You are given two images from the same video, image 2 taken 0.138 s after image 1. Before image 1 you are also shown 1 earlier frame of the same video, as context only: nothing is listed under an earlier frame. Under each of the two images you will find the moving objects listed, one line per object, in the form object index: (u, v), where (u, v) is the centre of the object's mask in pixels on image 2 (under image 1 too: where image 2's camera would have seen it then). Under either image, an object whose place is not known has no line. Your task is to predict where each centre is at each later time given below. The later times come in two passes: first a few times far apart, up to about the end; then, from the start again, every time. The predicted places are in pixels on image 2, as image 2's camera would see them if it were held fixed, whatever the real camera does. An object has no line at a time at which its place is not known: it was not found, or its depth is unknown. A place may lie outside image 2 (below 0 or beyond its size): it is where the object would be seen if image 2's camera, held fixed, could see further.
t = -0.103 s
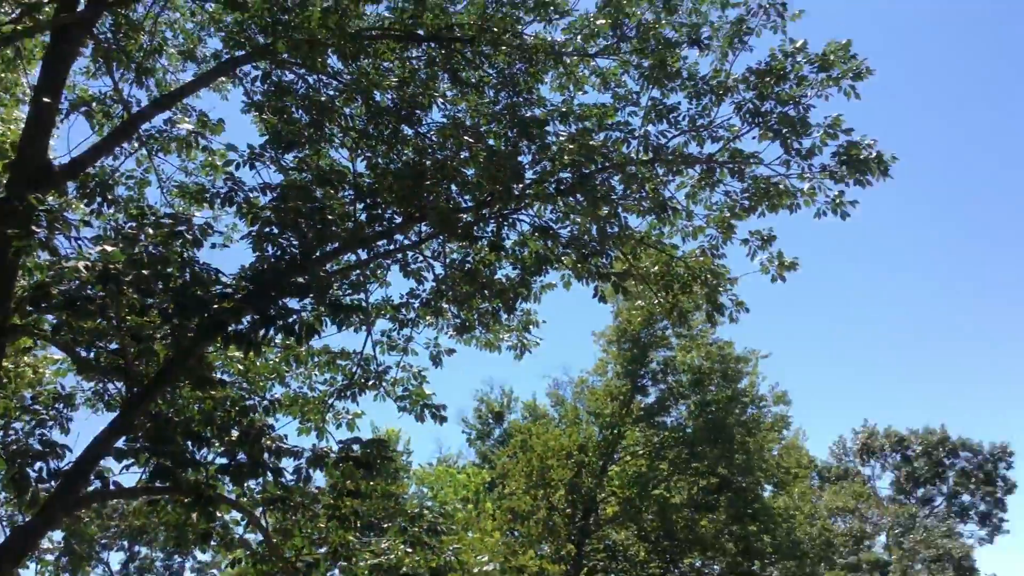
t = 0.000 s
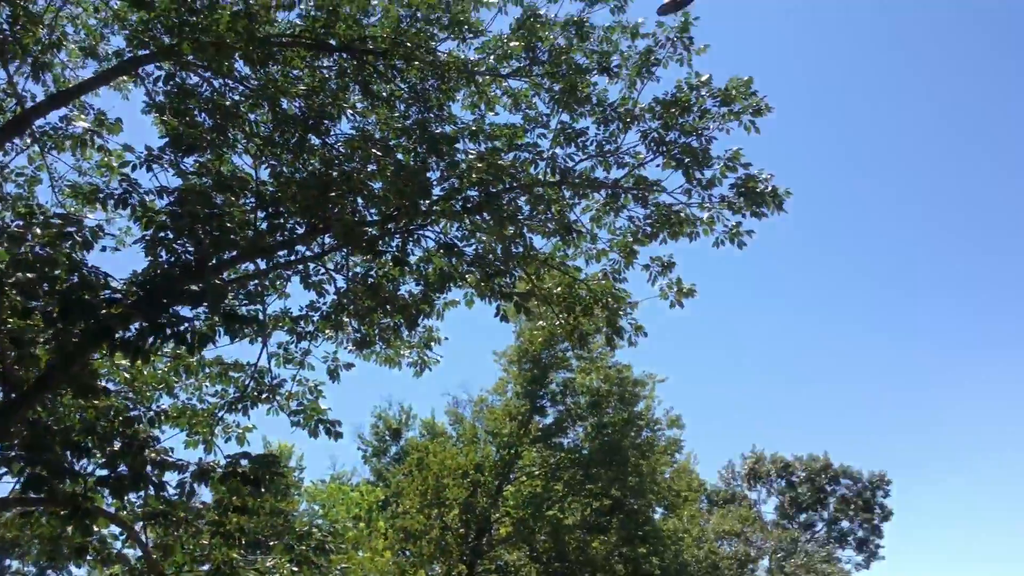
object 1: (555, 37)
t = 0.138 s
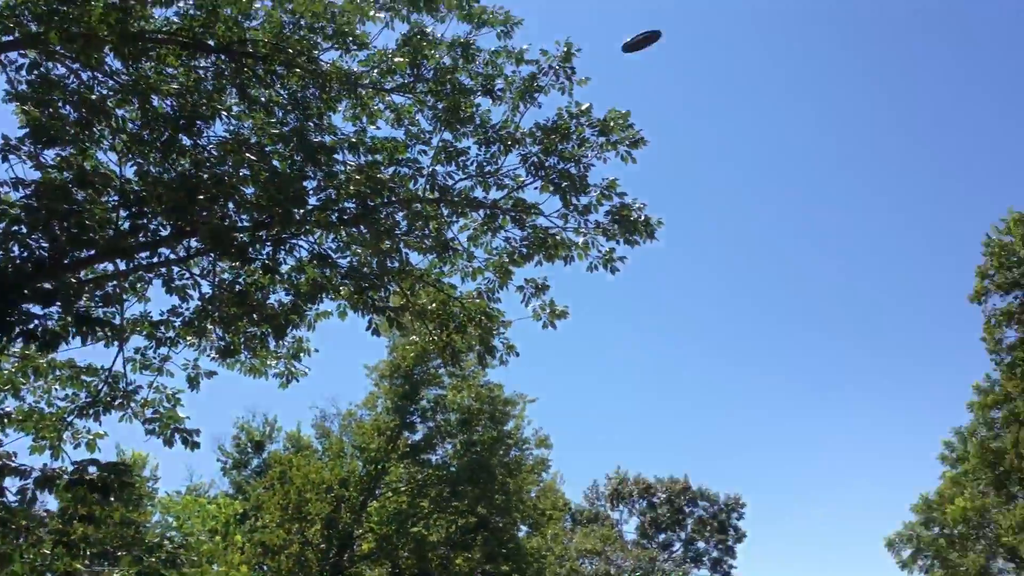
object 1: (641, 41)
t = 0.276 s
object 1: (723, 45)
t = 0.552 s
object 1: (899, 72)
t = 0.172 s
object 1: (662, 43)
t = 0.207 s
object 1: (682, 45)
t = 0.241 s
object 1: (703, 46)
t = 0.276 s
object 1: (723, 45)
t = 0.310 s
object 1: (744, 45)
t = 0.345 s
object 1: (766, 47)
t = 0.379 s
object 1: (788, 48)
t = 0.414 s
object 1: (811, 51)
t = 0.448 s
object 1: (829, 57)
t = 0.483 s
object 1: (848, 61)
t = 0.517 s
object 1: (873, 67)
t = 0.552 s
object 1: (899, 72)
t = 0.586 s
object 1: (925, 77)
